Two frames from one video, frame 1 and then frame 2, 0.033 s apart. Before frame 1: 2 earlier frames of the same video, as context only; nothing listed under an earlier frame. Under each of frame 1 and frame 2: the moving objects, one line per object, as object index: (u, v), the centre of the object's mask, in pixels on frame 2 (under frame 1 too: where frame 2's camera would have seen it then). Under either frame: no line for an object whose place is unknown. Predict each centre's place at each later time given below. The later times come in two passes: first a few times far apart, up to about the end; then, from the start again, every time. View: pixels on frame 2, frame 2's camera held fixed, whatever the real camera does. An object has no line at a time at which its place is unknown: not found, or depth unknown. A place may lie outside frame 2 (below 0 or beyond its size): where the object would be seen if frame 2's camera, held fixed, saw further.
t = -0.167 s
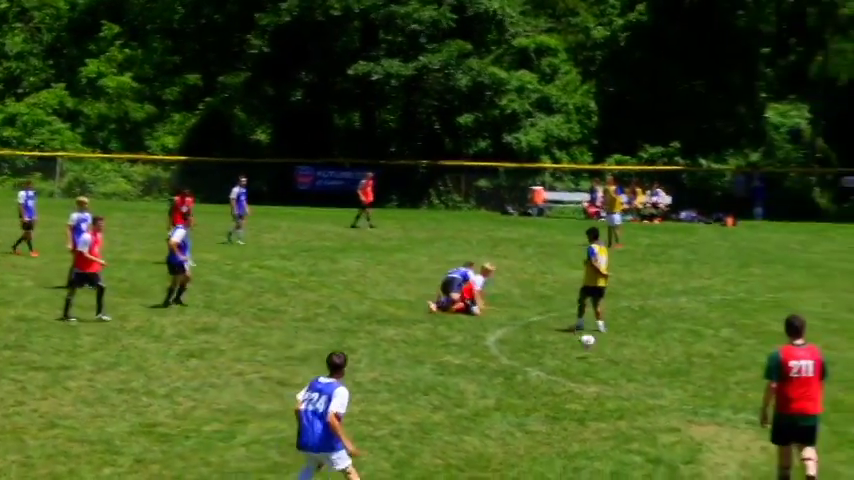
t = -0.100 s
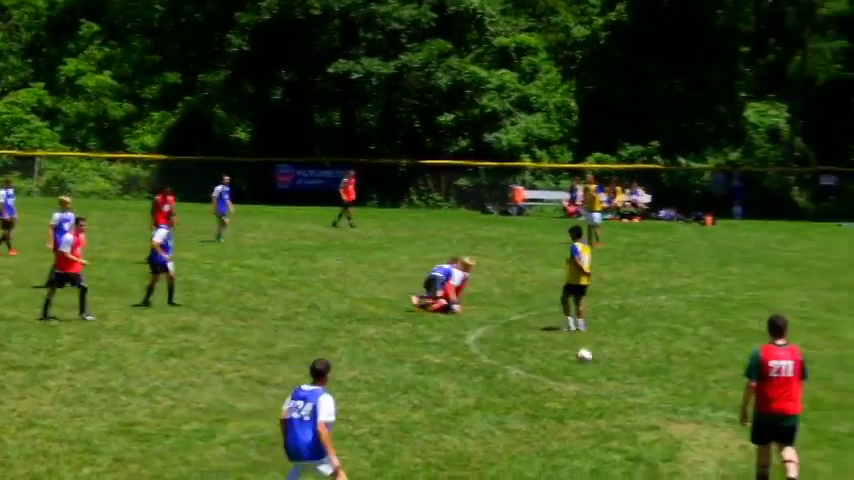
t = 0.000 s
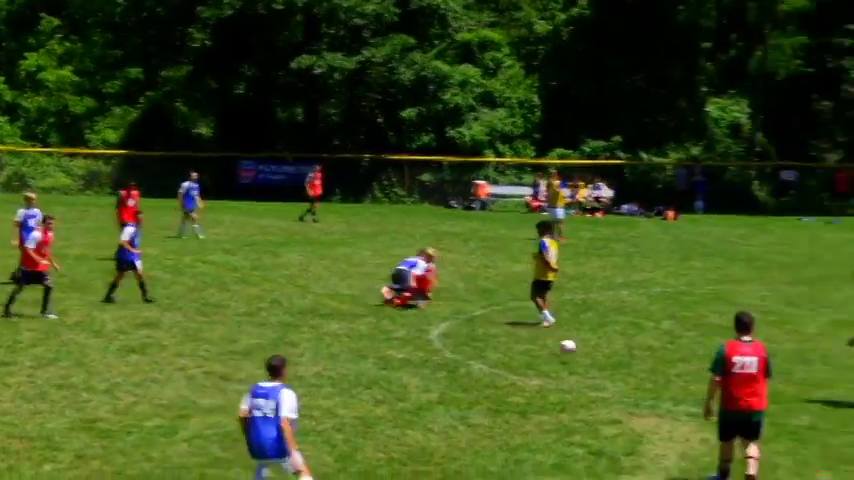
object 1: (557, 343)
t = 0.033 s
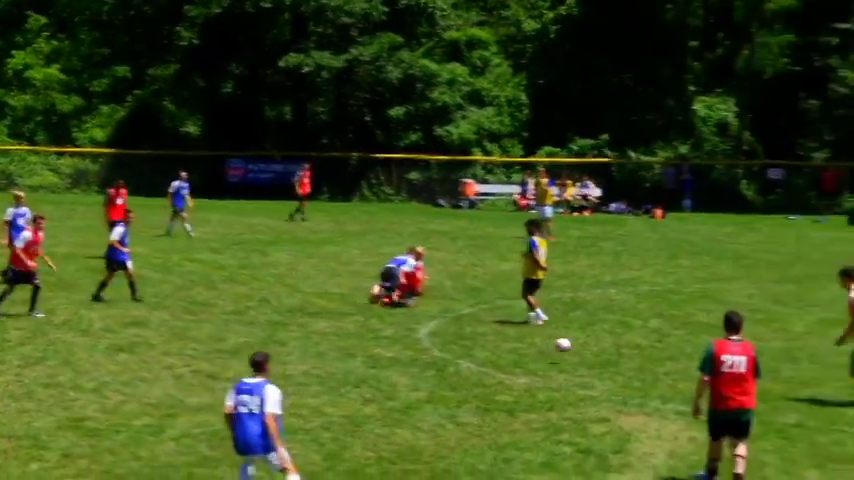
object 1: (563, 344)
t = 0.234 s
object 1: (606, 359)
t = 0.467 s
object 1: (652, 368)
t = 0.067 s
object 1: (570, 344)
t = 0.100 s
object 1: (577, 346)
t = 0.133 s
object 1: (584, 348)
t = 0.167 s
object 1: (591, 352)
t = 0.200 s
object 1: (599, 354)
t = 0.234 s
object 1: (606, 359)
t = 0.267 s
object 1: (614, 364)
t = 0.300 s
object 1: (622, 372)
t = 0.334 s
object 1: (629, 377)
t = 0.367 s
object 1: (636, 373)
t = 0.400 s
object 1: (642, 370)
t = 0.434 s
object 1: (647, 370)
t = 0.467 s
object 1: (652, 368)
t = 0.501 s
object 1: (659, 369)
